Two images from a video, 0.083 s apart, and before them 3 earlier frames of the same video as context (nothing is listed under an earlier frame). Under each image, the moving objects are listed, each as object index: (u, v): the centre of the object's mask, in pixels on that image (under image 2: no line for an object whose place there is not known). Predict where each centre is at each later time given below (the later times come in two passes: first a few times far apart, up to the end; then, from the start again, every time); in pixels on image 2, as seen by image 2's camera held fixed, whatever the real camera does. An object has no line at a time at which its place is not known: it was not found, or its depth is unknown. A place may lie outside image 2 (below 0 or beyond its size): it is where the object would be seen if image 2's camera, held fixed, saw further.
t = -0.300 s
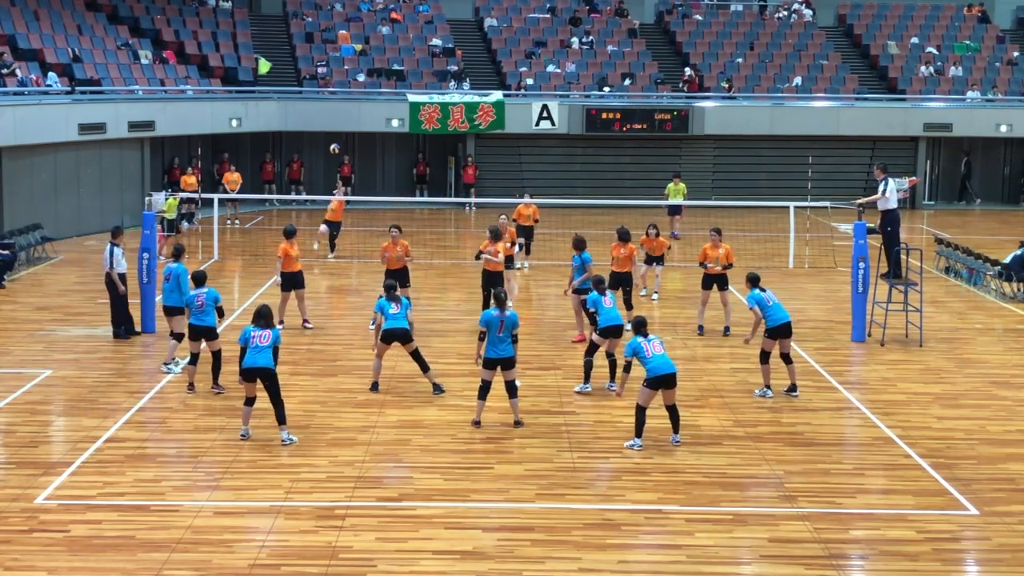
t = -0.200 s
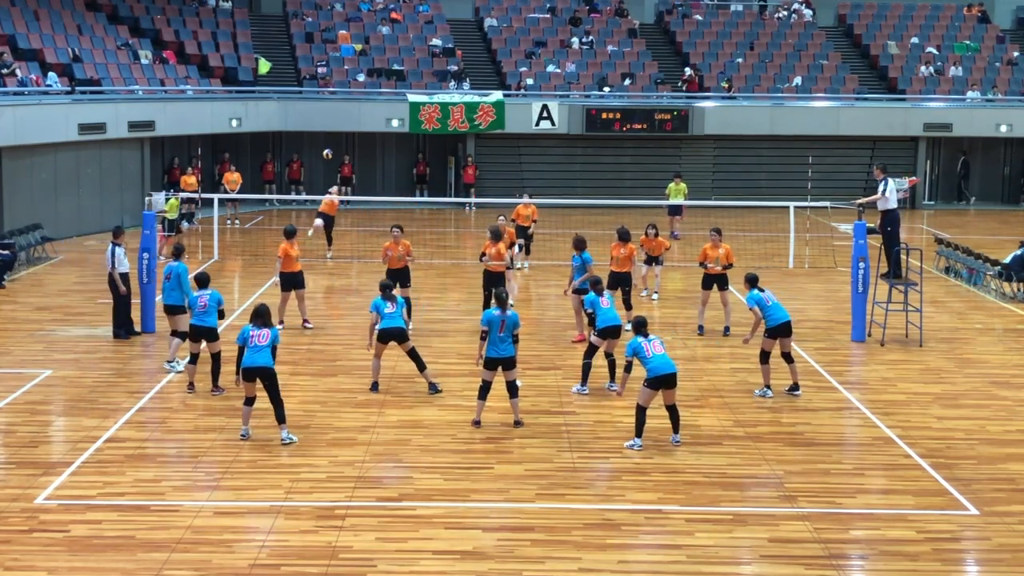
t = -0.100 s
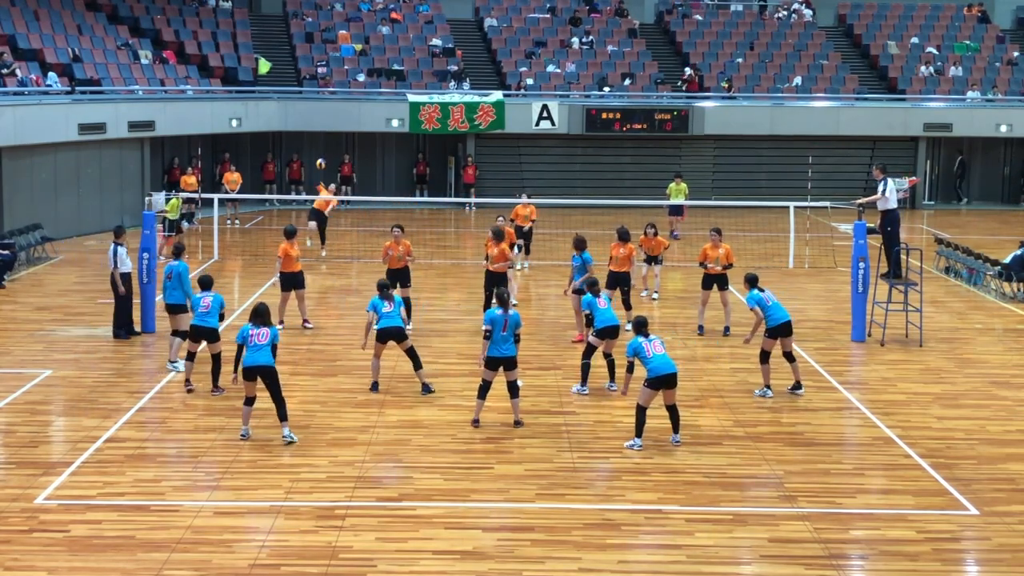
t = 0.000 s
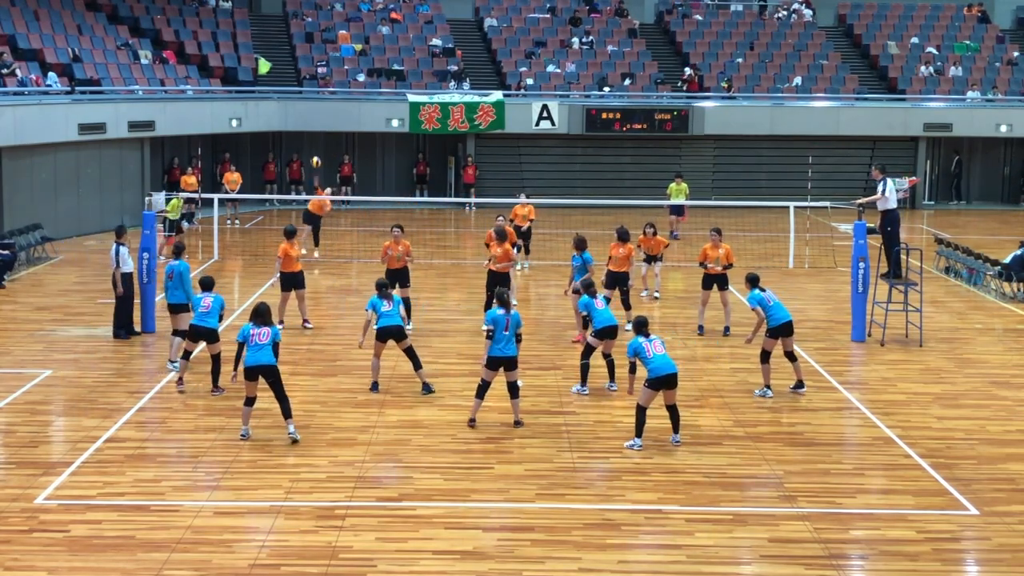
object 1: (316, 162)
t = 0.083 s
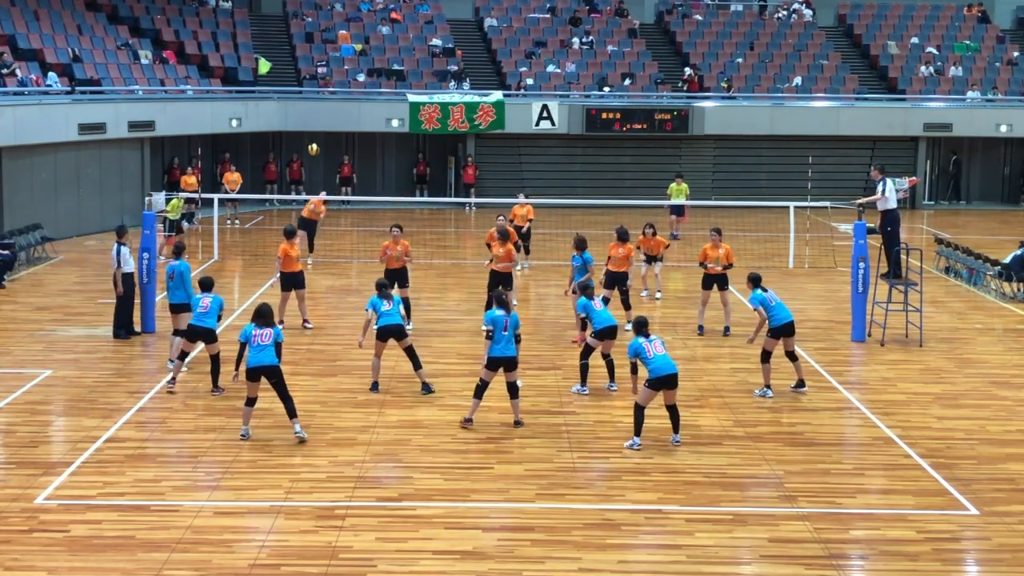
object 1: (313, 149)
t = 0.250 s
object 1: (307, 131)
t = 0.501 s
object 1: (296, 122)
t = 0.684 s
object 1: (286, 131)
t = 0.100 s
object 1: (312, 147)
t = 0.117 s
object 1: (312, 144)
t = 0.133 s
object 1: (311, 142)
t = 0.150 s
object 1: (311, 140)
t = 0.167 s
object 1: (310, 138)
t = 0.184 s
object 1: (309, 136)
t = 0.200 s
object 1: (309, 134)
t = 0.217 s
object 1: (308, 133)
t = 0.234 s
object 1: (307, 132)
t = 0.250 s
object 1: (307, 131)
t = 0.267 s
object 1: (306, 130)
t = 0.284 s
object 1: (306, 129)
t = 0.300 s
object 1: (304, 128)
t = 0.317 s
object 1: (304, 126)
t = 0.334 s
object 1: (303, 125)
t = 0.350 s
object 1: (302, 125)
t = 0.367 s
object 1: (302, 124)
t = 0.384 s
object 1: (302, 124)
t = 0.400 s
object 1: (301, 123)
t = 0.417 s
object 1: (300, 123)
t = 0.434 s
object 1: (299, 122)
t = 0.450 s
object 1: (298, 122)
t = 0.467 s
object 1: (298, 122)
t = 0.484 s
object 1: (297, 122)
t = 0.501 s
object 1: (296, 122)
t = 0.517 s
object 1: (295, 122)
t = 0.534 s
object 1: (294, 122)
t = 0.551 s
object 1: (293, 122)
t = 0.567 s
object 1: (292, 123)
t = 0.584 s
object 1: (292, 123)
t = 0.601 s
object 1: (291, 124)
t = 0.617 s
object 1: (290, 125)
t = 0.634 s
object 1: (289, 126)
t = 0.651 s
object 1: (288, 128)
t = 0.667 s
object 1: (287, 129)
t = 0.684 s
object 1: (286, 131)
